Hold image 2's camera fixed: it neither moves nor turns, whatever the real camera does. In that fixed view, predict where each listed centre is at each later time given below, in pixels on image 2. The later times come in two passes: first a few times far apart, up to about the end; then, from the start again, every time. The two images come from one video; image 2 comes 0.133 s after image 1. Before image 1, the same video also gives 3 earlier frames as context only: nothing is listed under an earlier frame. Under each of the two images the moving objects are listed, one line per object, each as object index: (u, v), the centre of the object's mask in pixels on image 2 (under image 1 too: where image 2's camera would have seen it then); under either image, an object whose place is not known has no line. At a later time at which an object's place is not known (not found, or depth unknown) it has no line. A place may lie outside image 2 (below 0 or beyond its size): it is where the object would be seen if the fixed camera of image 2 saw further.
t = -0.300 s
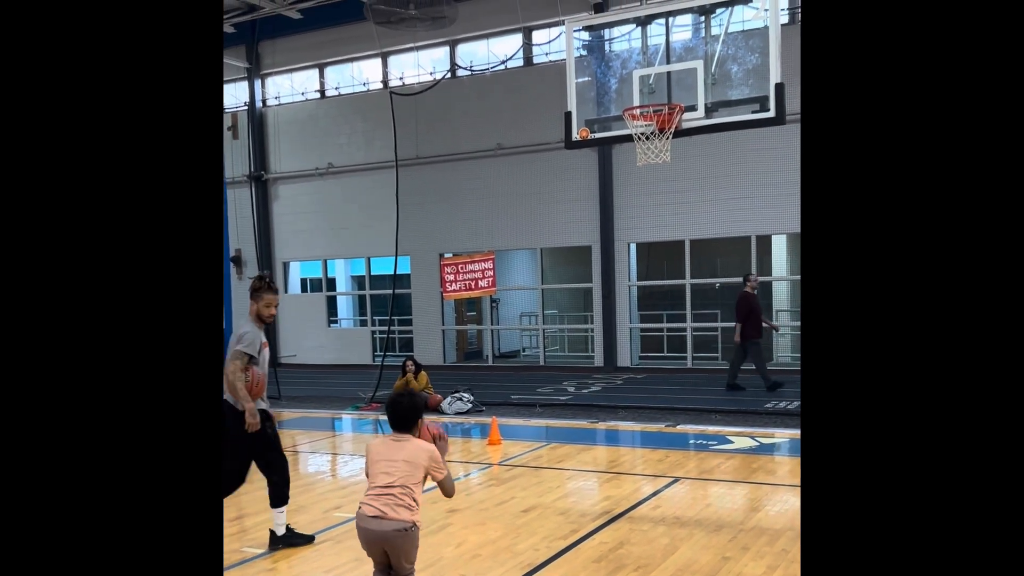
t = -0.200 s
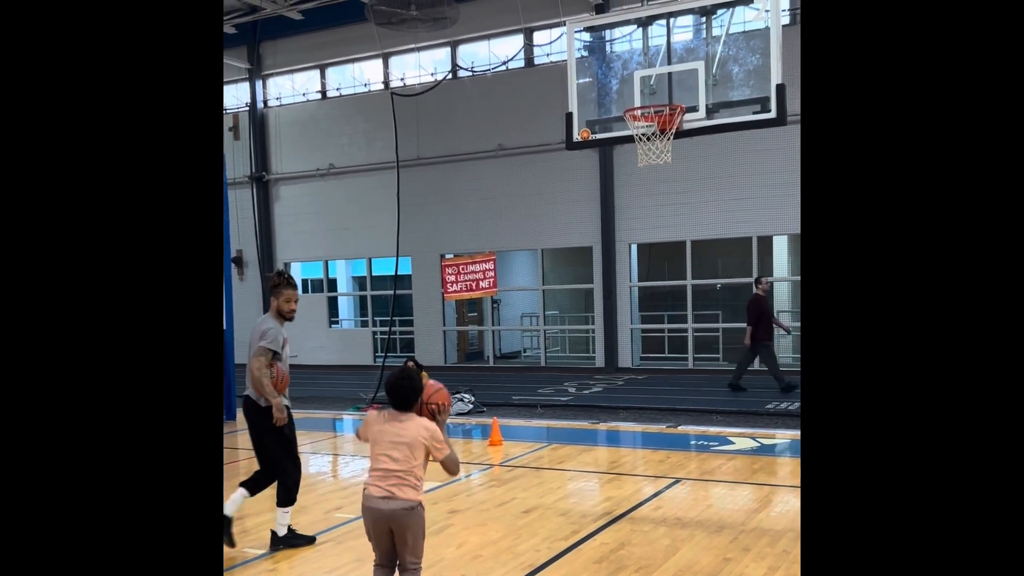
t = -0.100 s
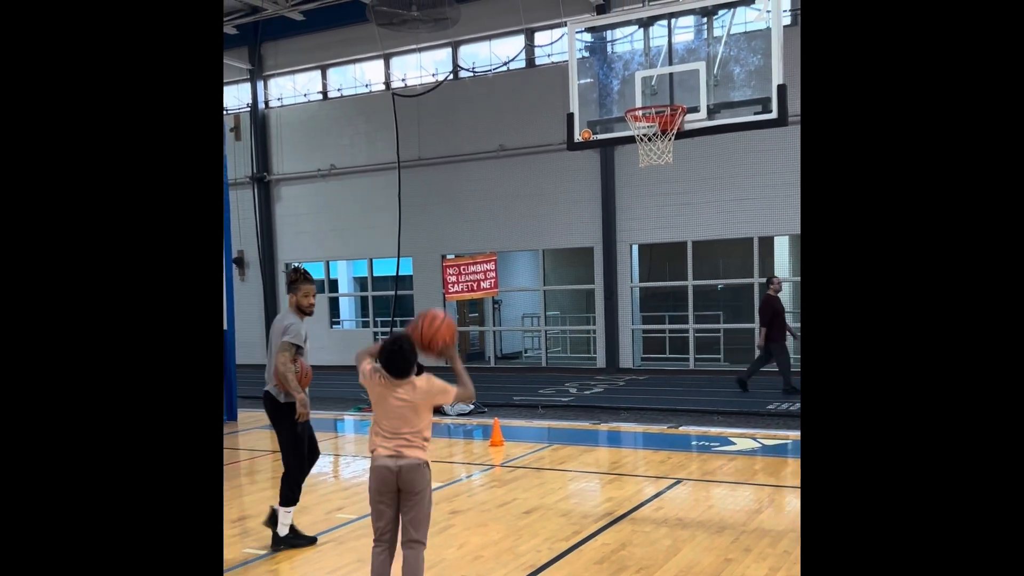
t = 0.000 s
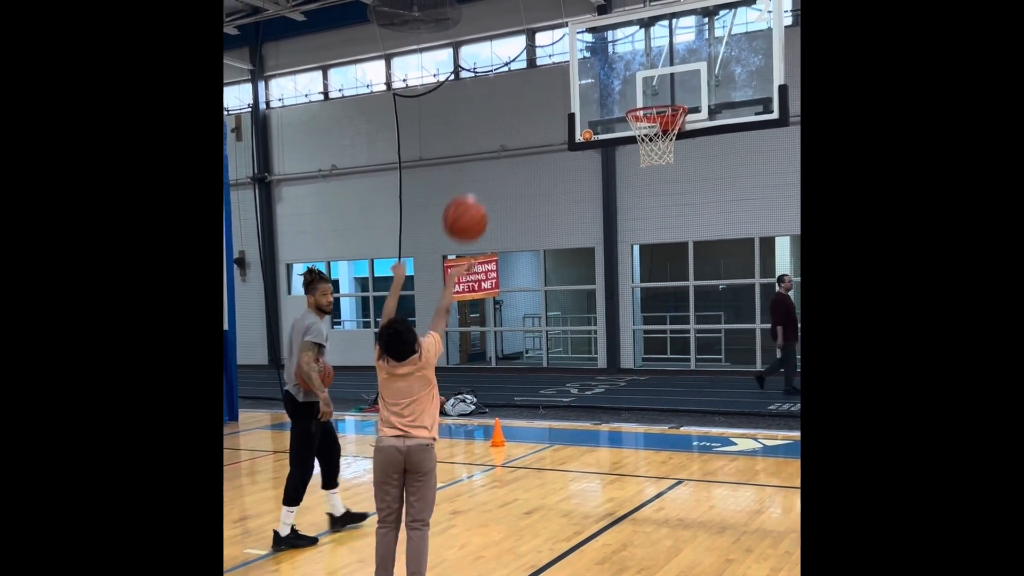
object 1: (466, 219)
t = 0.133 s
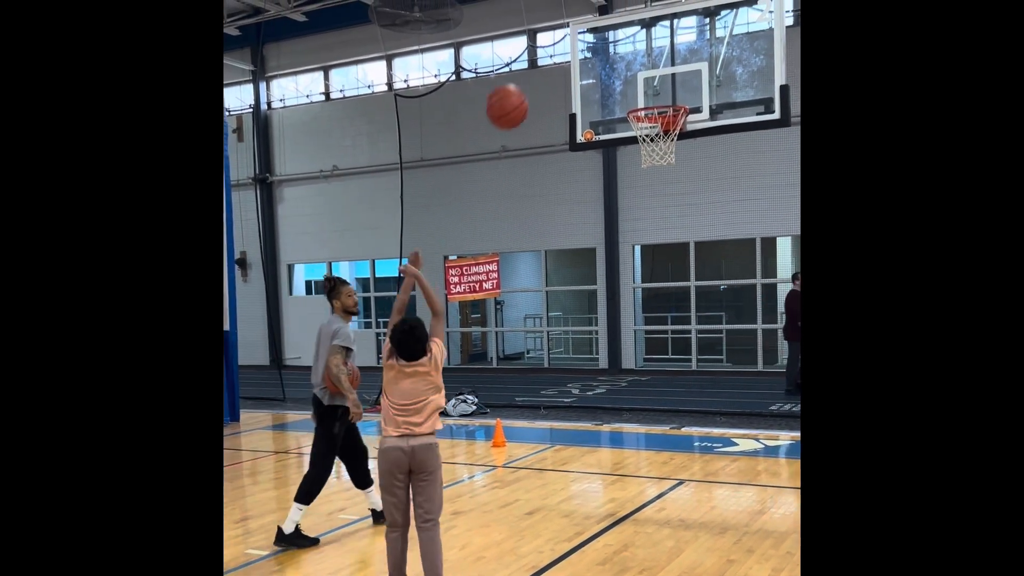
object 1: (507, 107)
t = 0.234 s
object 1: (533, 53)
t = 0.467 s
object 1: (586, 11)
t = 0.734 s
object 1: (636, 51)
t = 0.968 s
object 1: (668, 136)
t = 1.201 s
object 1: (671, 160)
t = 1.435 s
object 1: (672, 243)
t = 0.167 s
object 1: (516, 87)
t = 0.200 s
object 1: (524, 69)
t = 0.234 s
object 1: (533, 53)
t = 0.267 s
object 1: (541, 39)
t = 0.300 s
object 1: (549, 28)
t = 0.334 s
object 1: (557, 20)
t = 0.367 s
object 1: (565, 15)
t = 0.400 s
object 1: (572, 13)
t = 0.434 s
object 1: (579, 12)
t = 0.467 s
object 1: (586, 11)
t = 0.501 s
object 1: (593, 11)
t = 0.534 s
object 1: (599, 13)
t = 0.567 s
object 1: (605, 14)
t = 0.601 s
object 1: (612, 17)
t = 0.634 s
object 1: (618, 23)
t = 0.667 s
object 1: (624, 31)
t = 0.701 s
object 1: (630, 40)
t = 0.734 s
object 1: (636, 51)
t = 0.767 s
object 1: (641, 62)
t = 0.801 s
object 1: (647, 75)
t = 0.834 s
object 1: (652, 88)
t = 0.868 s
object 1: (656, 98)
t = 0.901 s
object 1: (660, 120)
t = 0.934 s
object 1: (663, 130)
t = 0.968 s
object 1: (668, 136)
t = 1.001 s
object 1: (667, 144)
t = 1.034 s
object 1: (667, 142)
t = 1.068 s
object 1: (668, 142)
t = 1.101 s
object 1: (669, 145)
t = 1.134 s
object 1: (669, 149)
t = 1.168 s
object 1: (670, 154)
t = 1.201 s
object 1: (671, 160)
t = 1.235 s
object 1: (671, 167)
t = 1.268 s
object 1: (671, 176)
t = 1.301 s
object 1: (671, 187)
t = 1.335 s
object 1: (672, 199)
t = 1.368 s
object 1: (672, 212)
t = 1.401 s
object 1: (672, 227)
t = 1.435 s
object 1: (672, 243)
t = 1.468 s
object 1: (673, 260)
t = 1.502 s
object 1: (673, 278)
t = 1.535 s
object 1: (673, 298)
